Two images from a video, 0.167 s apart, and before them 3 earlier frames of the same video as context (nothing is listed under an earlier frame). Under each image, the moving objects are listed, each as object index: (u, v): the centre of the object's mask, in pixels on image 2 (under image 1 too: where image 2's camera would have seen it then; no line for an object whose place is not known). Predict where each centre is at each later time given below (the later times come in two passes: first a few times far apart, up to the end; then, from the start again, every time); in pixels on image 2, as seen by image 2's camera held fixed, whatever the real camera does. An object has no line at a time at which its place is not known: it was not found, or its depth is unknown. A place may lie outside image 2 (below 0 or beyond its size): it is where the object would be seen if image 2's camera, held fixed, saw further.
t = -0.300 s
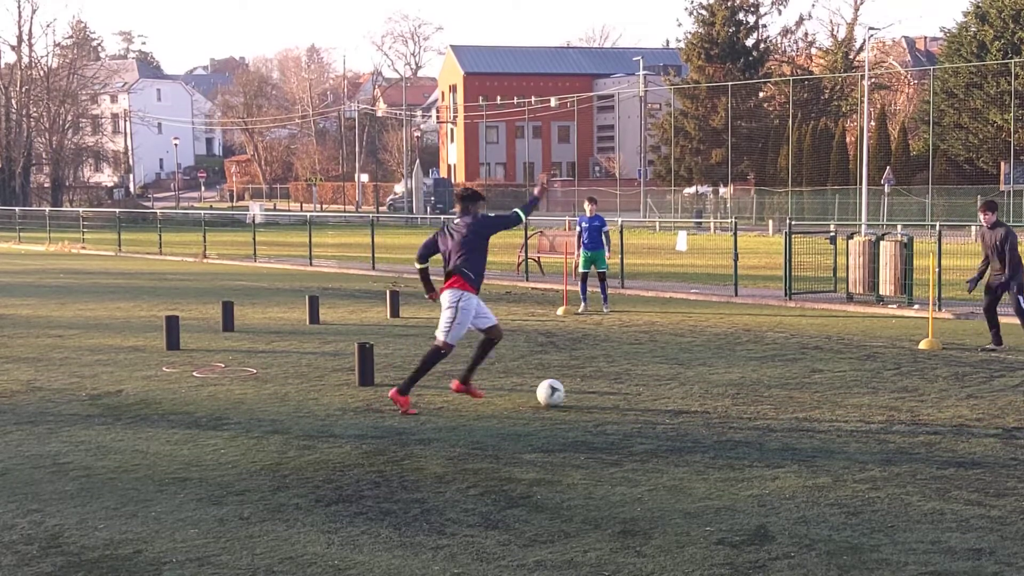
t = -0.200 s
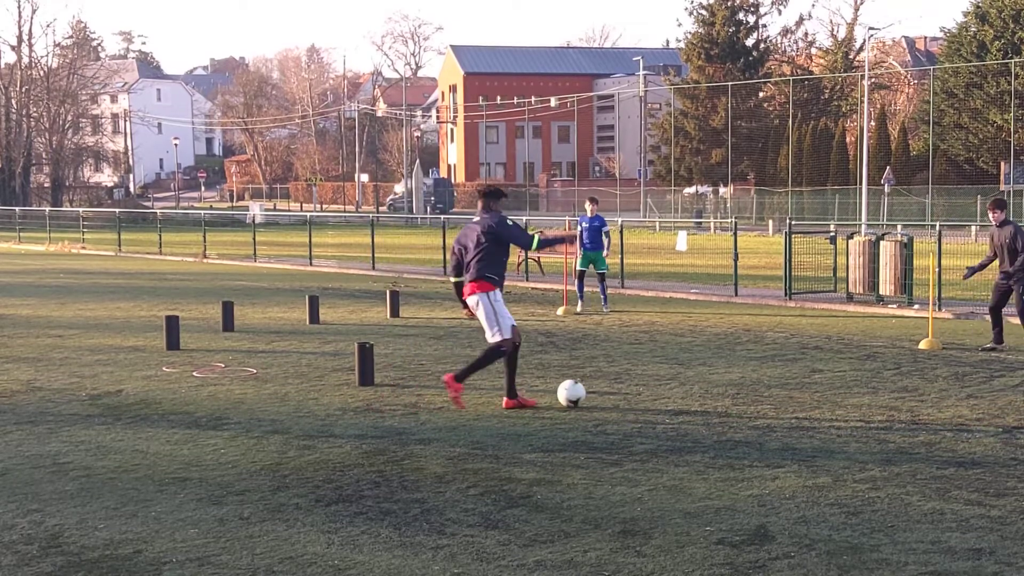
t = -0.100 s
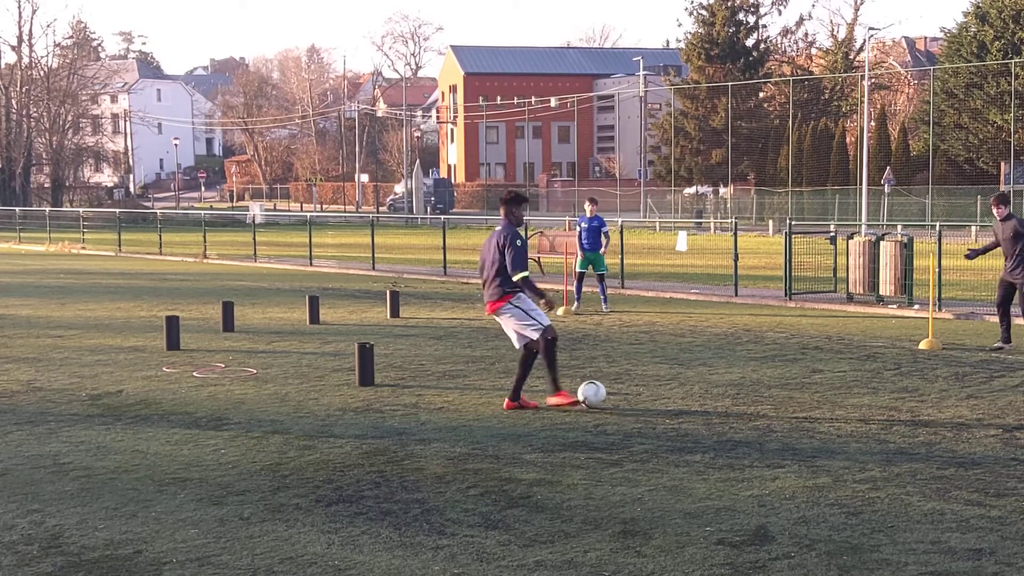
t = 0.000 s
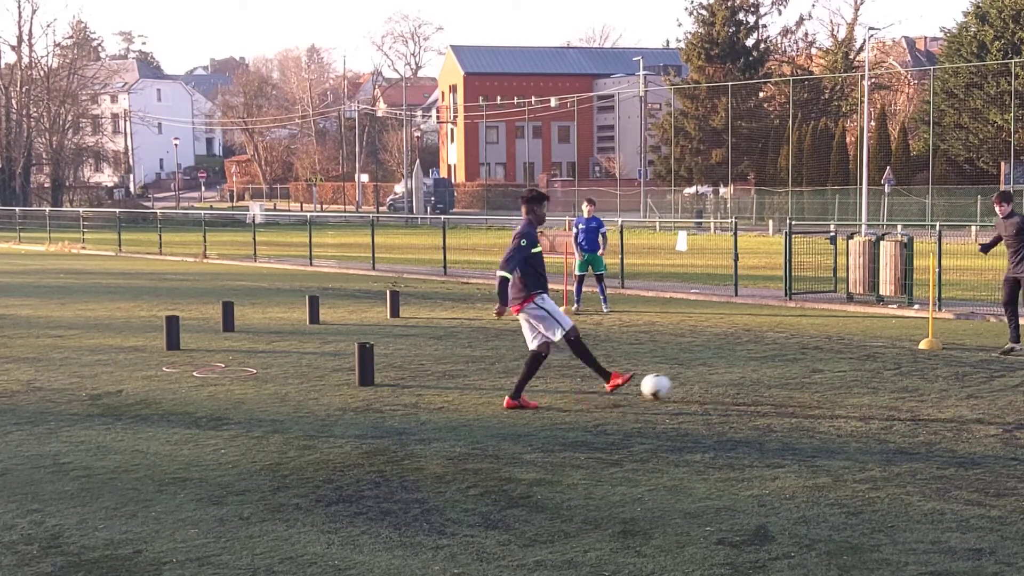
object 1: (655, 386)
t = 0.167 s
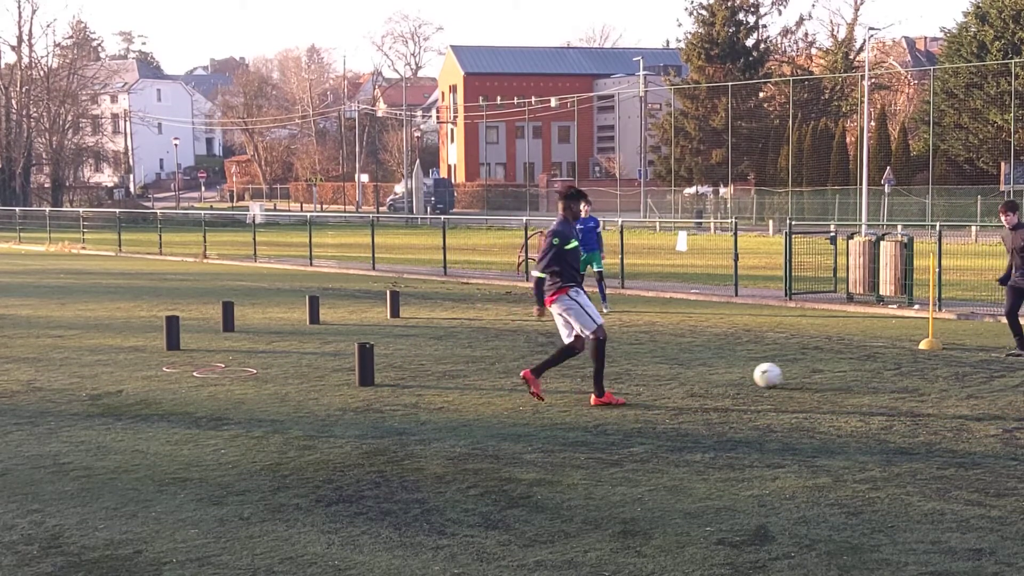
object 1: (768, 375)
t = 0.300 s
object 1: (837, 366)
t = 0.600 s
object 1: (960, 353)
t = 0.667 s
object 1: (984, 348)
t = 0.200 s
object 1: (787, 373)
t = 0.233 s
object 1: (804, 369)
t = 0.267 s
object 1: (821, 367)
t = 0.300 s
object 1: (837, 366)
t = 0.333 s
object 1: (853, 365)
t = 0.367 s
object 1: (868, 364)
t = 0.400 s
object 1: (882, 361)
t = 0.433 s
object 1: (896, 360)
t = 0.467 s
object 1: (909, 358)
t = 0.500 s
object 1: (922, 356)
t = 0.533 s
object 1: (935, 355)
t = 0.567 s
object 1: (948, 354)
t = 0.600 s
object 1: (960, 353)
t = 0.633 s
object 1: (972, 351)
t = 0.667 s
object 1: (984, 348)
